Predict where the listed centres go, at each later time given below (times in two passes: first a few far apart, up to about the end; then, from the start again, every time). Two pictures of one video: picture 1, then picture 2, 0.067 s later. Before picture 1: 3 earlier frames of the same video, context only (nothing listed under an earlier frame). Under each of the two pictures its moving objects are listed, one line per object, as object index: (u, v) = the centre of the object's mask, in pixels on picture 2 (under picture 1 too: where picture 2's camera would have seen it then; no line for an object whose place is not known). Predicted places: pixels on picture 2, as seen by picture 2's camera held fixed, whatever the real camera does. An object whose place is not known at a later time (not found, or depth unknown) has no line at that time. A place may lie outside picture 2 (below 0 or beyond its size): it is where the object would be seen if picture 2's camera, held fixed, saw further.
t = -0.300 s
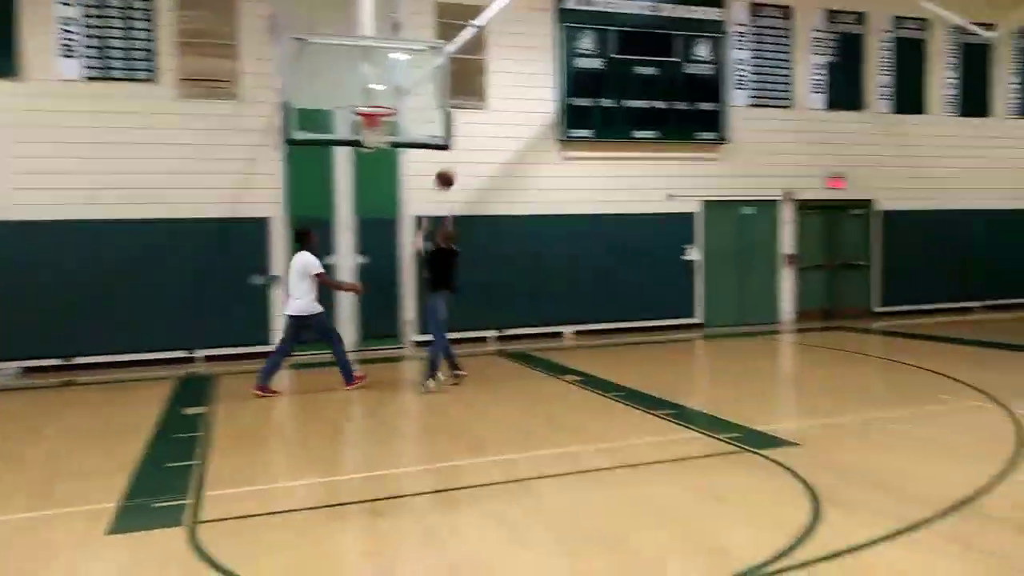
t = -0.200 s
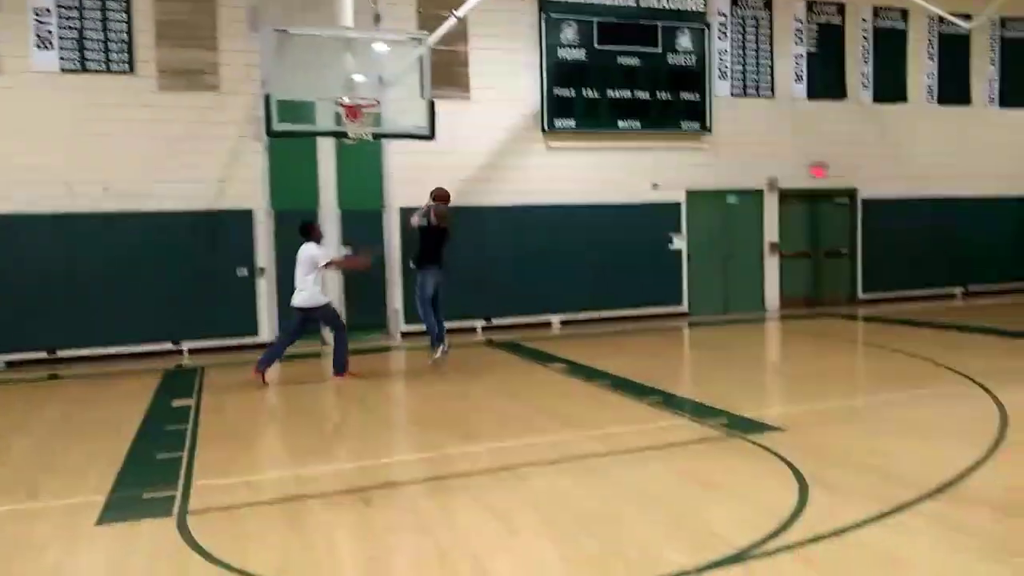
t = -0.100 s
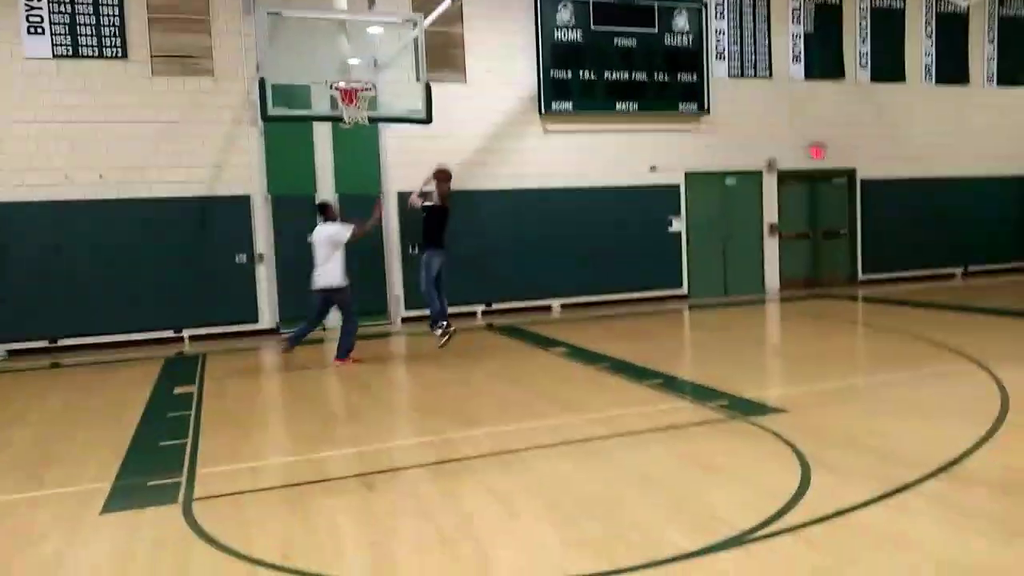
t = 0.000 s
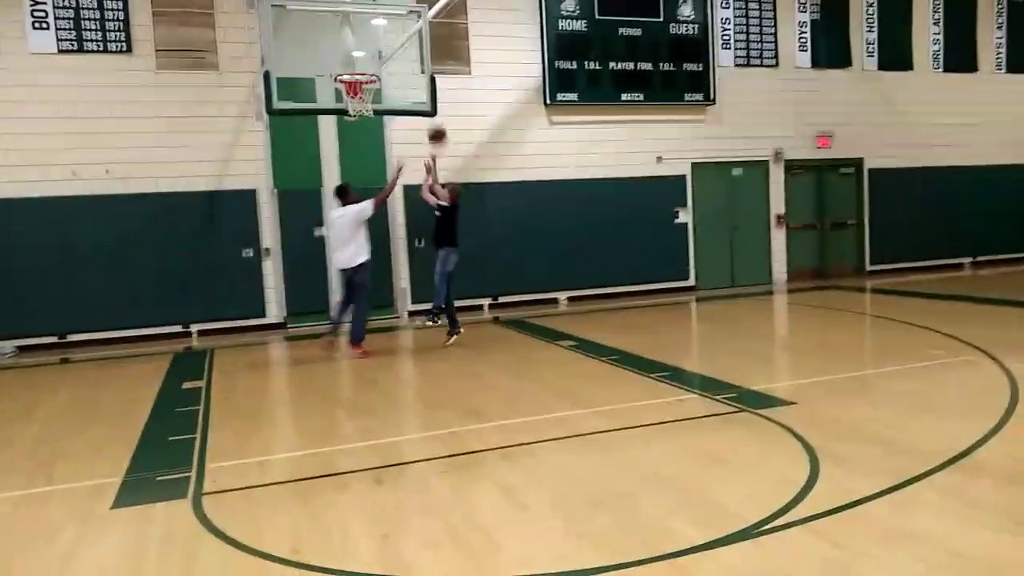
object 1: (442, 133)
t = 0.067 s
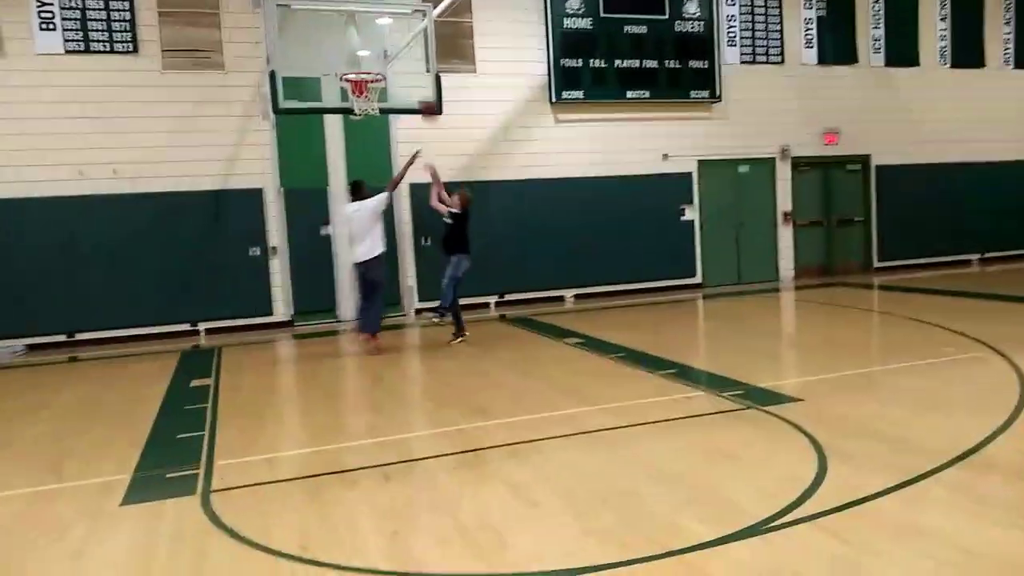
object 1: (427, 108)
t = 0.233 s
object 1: (395, 65)
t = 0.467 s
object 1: (365, 48)
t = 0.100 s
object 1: (422, 97)
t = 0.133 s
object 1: (415, 88)
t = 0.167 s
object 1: (409, 79)
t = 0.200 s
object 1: (402, 72)
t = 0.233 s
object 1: (395, 65)
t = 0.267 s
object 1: (389, 59)
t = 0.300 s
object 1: (383, 53)
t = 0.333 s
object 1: (376, 50)
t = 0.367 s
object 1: (373, 48)
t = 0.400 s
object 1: (369, 47)
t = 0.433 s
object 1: (367, 47)
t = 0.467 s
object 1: (365, 48)
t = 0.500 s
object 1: (363, 50)
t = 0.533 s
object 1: (361, 53)
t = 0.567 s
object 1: (359, 57)
